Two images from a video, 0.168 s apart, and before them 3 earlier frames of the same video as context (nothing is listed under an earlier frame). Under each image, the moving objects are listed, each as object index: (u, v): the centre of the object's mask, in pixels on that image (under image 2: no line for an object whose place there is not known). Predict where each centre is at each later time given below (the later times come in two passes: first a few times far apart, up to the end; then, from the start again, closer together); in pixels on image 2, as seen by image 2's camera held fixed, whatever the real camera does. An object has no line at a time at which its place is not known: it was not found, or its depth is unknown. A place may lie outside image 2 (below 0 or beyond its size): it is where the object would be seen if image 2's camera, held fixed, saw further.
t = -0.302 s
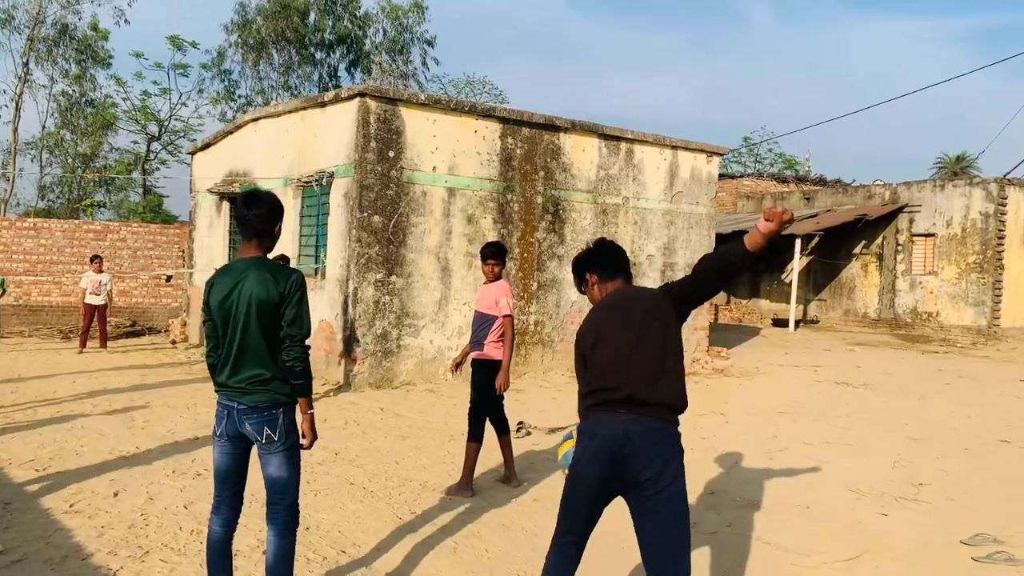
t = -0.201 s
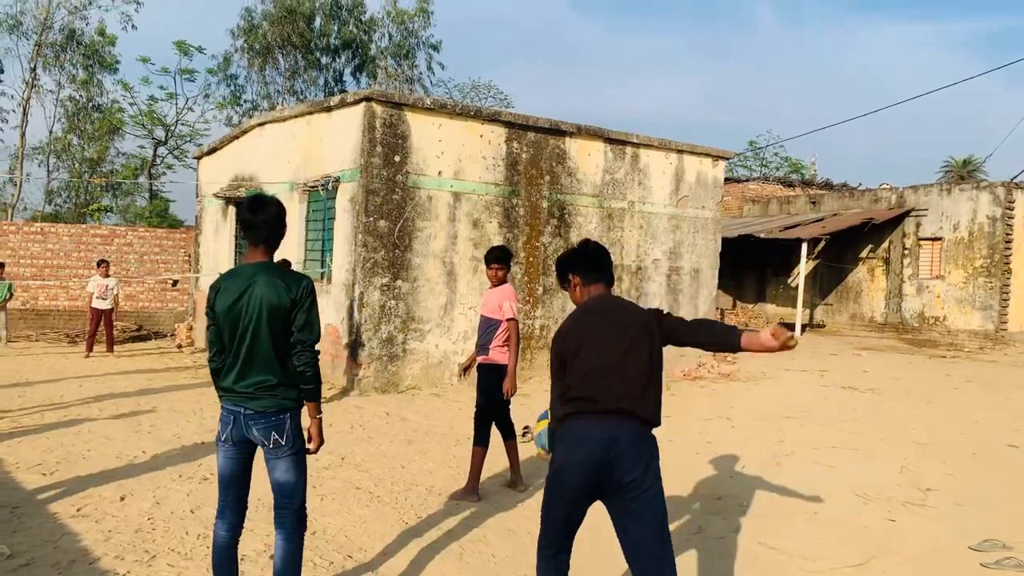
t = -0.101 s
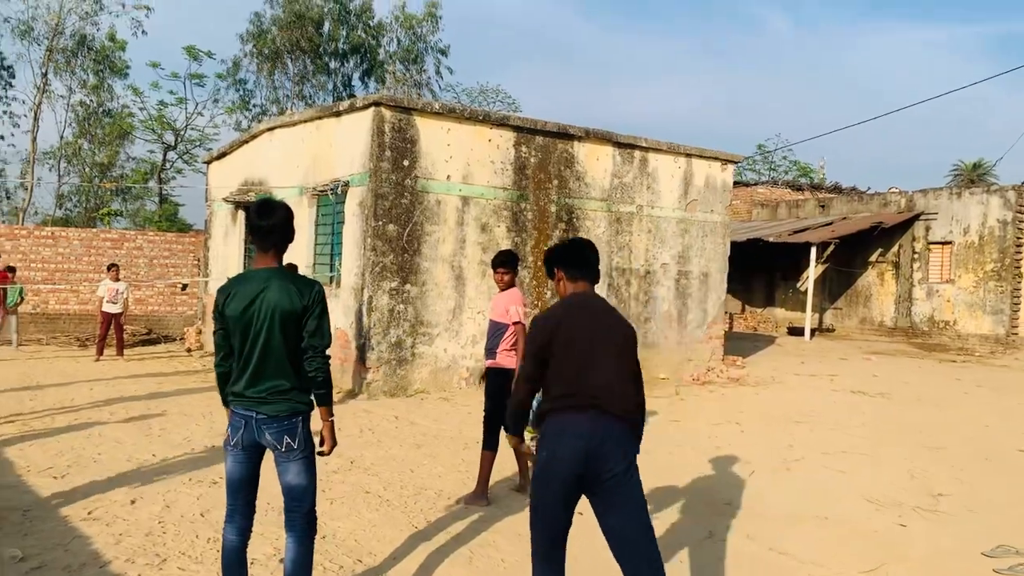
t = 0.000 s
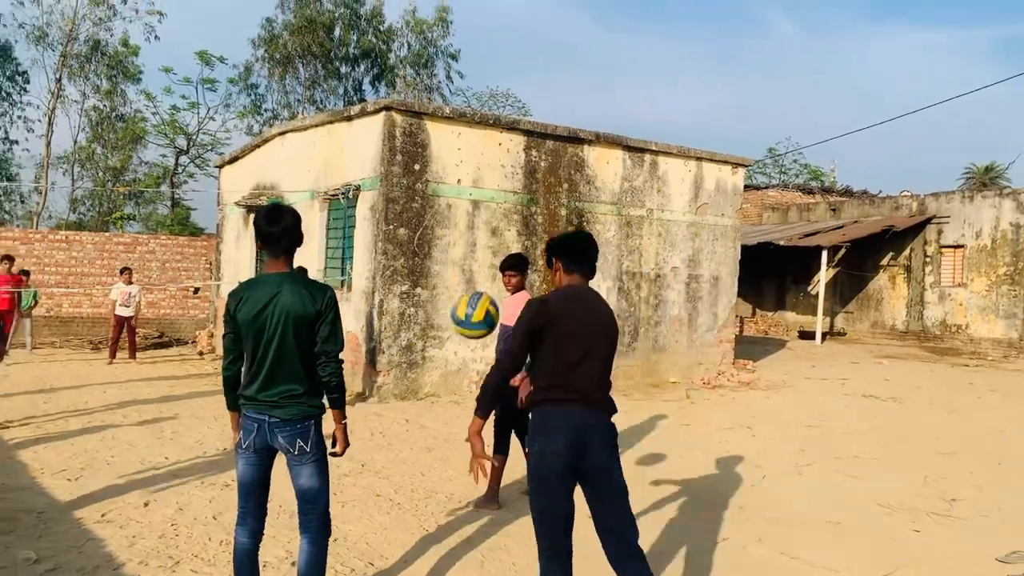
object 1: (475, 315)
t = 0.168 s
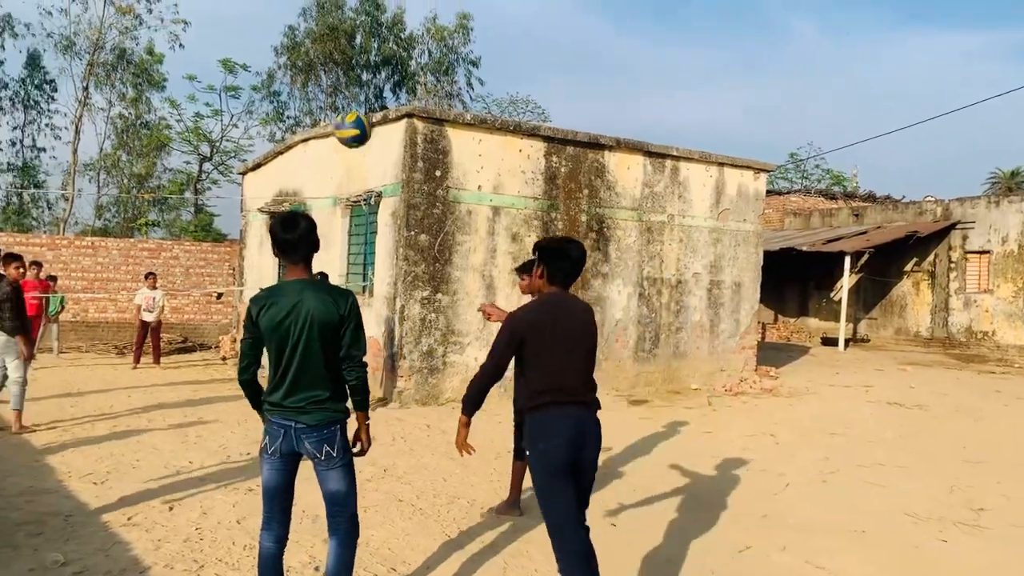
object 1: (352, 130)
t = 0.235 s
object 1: (313, 89)
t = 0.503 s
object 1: (214, 38)
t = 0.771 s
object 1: (163, 80)
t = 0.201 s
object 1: (332, 107)
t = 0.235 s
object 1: (313, 89)
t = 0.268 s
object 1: (297, 74)
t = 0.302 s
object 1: (281, 62)
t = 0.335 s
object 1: (268, 54)
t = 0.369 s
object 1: (256, 47)
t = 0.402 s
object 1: (244, 42)
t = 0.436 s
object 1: (233, 39)
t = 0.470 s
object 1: (223, 38)
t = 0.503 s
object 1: (214, 38)
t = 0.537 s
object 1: (205, 40)
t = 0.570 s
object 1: (197, 43)
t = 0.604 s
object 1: (190, 47)
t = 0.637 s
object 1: (183, 51)
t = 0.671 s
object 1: (176, 57)
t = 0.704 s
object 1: (171, 64)
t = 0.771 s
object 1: (163, 80)
